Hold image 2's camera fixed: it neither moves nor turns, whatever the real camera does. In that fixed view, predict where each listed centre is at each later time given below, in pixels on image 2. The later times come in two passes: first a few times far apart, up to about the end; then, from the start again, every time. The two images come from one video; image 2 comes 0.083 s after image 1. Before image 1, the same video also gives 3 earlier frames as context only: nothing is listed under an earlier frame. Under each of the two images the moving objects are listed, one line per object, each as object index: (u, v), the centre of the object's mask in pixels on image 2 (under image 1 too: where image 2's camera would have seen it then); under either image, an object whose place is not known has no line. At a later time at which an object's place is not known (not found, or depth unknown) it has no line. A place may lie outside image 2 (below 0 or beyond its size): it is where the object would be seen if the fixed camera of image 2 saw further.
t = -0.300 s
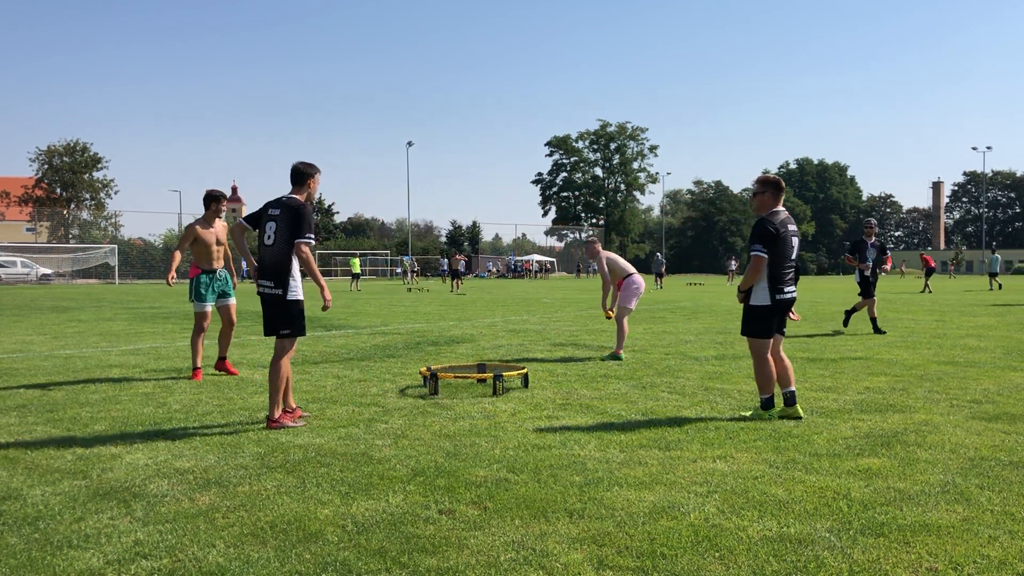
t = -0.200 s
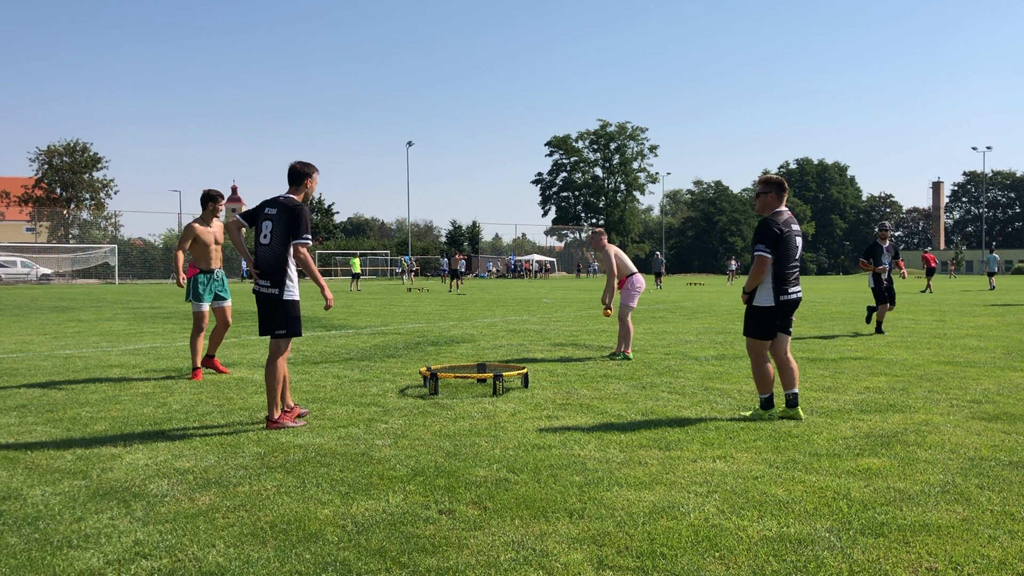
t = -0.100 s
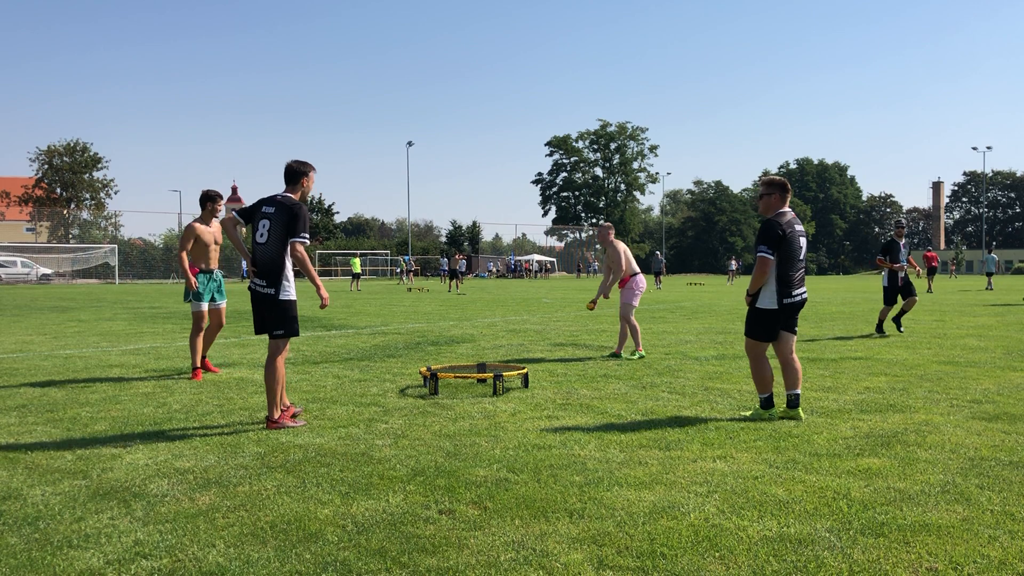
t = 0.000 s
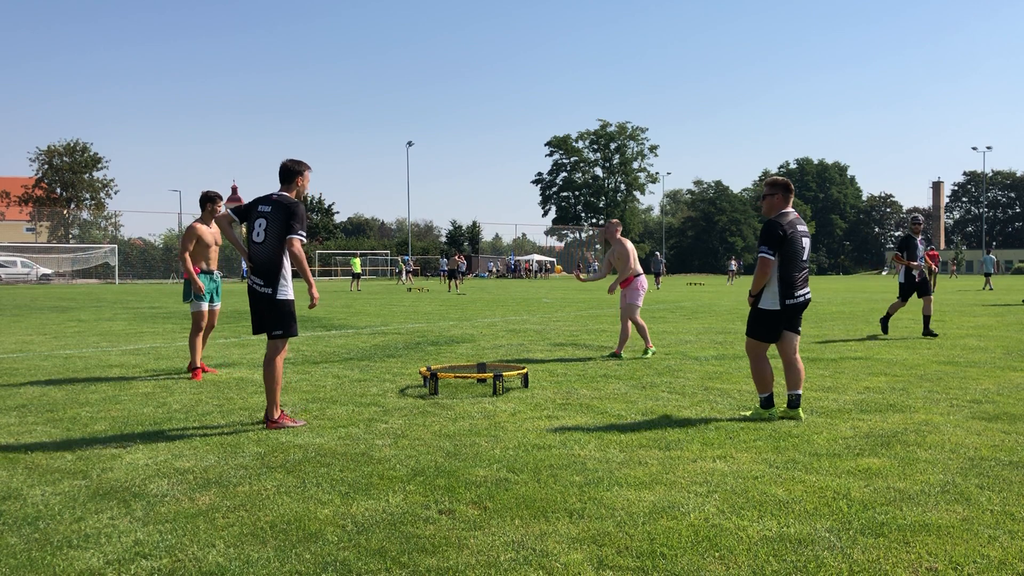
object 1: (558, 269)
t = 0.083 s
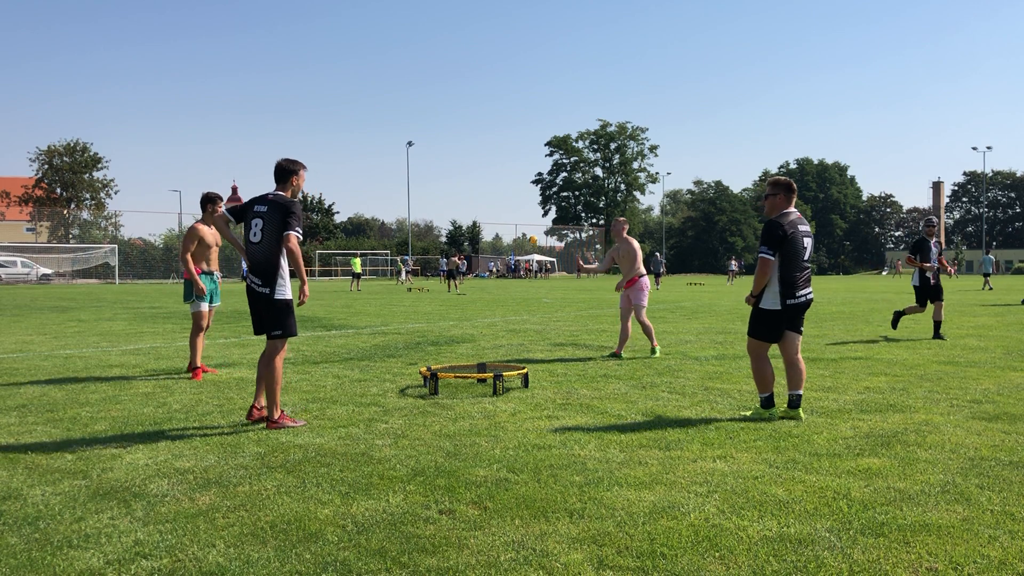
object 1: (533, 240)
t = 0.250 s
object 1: (480, 197)
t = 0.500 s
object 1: (400, 177)
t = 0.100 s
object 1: (527, 234)
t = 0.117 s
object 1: (522, 229)
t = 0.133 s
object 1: (517, 224)
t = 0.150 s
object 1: (512, 219)
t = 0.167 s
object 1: (507, 215)
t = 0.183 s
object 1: (501, 211)
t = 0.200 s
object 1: (496, 207)
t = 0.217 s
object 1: (490, 203)
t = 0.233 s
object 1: (485, 200)
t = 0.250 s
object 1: (480, 197)
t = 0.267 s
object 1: (475, 193)
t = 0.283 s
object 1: (470, 191)
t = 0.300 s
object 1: (465, 188)
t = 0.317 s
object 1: (459, 186)
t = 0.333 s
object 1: (454, 184)
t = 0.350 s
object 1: (449, 182)
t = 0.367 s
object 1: (444, 180)
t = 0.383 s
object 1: (438, 179)
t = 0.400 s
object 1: (432, 178)
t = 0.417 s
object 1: (427, 178)
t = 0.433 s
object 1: (422, 177)
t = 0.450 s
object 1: (416, 177)
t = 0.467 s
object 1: (411, 177)
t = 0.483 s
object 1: (406, 177)
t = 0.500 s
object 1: (400, 177)
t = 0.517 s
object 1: (394, 178)
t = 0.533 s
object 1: (389, 179)
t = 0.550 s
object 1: (384, 180)
